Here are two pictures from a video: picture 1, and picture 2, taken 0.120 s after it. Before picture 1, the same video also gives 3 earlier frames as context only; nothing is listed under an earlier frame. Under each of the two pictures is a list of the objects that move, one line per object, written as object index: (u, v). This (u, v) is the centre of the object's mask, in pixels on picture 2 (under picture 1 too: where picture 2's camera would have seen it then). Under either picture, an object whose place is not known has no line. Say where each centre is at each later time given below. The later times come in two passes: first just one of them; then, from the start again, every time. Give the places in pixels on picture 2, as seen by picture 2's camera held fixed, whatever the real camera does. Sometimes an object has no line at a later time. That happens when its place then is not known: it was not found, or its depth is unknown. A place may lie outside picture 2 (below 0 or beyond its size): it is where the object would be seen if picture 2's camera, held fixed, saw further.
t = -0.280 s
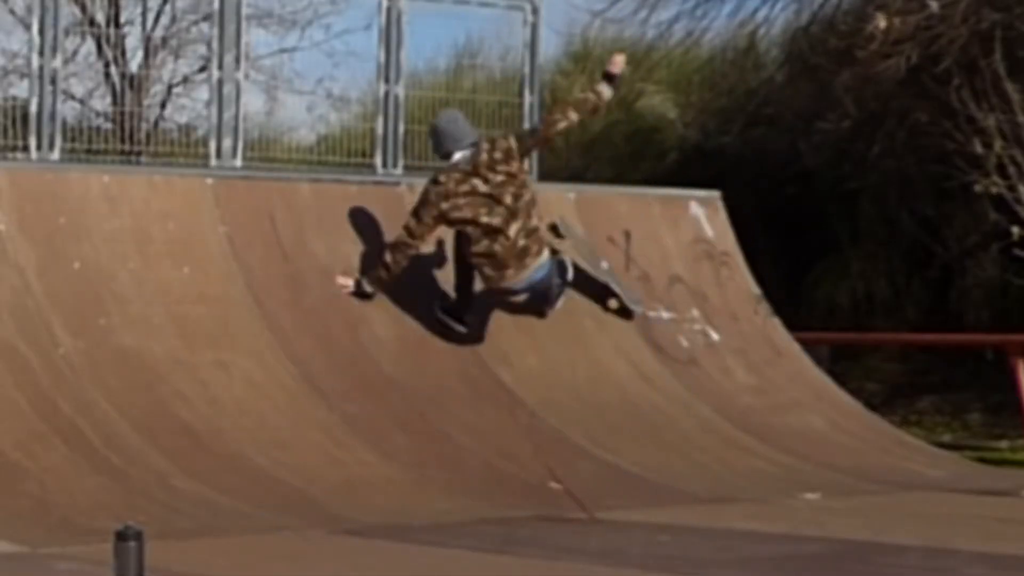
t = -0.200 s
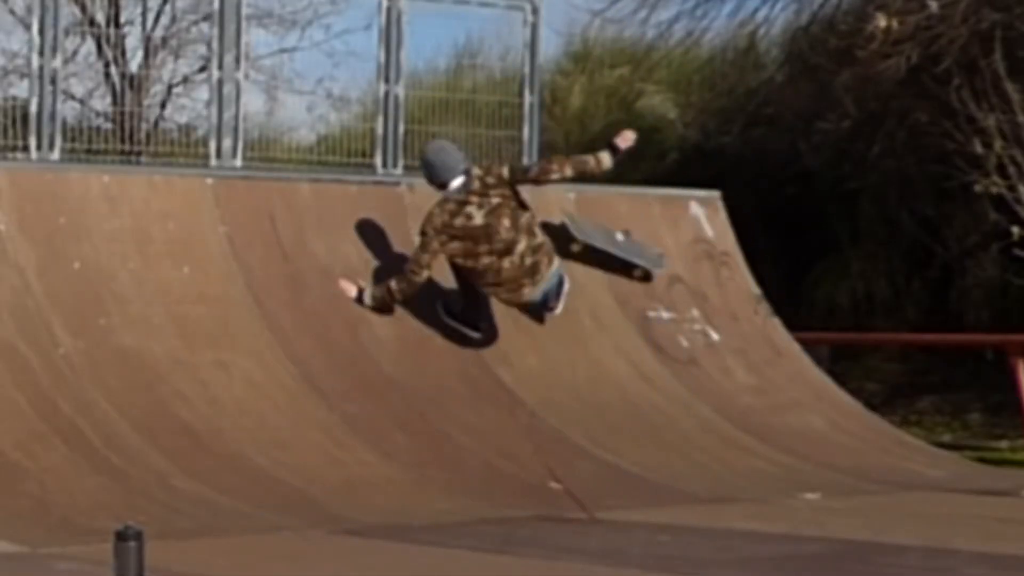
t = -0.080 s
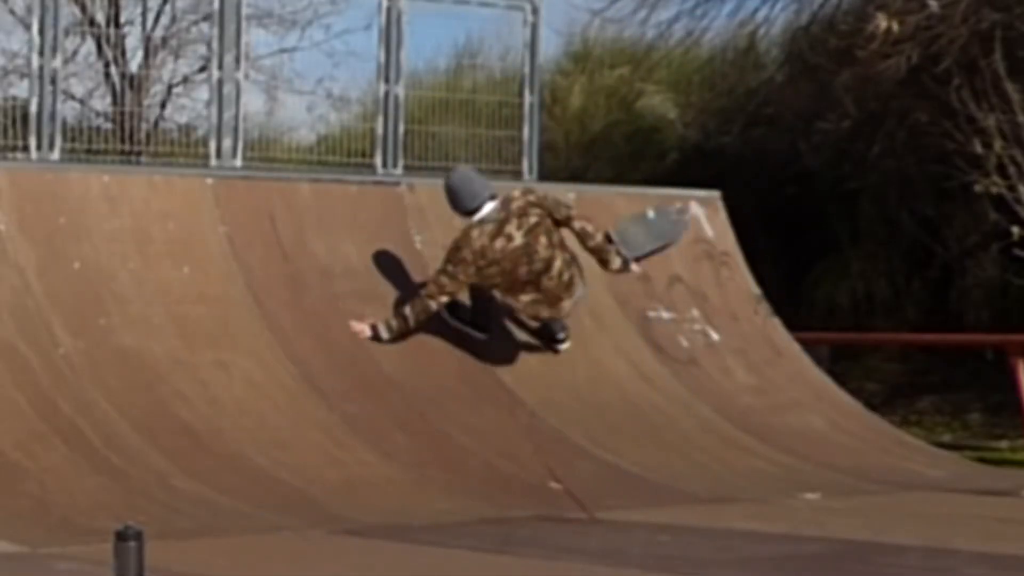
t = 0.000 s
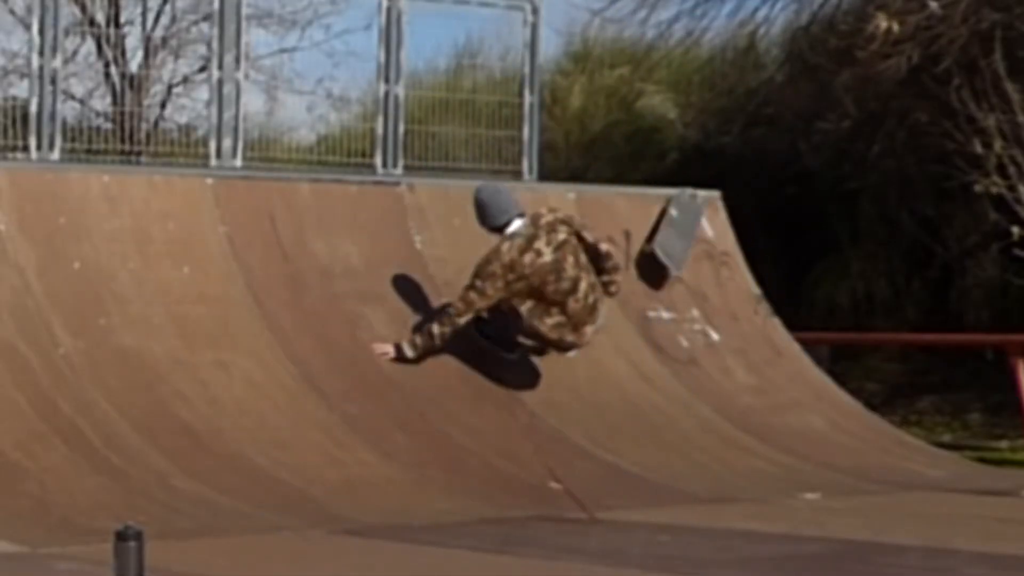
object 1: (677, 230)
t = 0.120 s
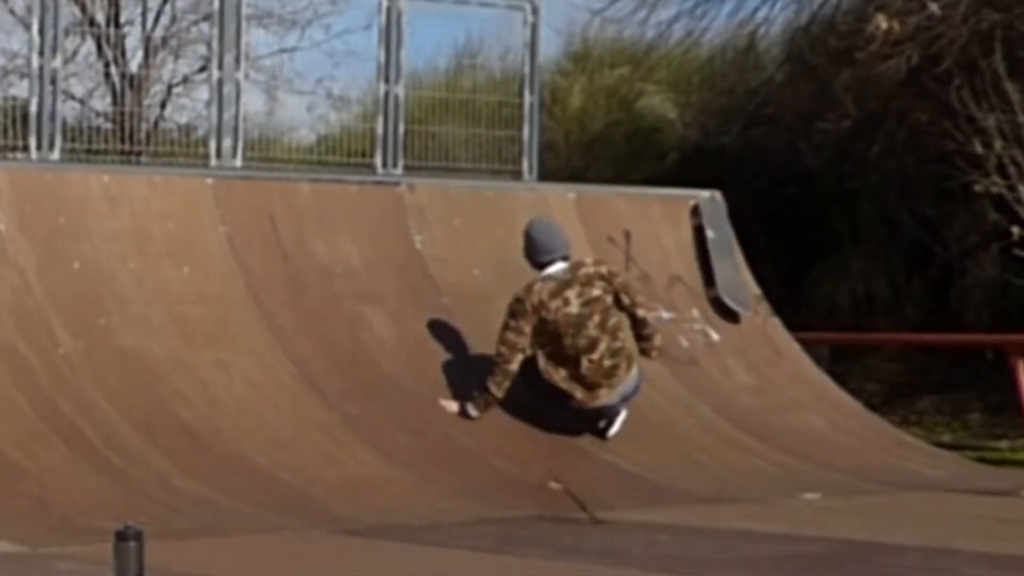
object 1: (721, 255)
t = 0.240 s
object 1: (774, 290)
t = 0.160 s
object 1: (738, 263)
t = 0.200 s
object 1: (757, 277)
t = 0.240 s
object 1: (774, 290)
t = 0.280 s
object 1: (794, 304)
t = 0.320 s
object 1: (816, 322)
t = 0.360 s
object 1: (836, 341)
